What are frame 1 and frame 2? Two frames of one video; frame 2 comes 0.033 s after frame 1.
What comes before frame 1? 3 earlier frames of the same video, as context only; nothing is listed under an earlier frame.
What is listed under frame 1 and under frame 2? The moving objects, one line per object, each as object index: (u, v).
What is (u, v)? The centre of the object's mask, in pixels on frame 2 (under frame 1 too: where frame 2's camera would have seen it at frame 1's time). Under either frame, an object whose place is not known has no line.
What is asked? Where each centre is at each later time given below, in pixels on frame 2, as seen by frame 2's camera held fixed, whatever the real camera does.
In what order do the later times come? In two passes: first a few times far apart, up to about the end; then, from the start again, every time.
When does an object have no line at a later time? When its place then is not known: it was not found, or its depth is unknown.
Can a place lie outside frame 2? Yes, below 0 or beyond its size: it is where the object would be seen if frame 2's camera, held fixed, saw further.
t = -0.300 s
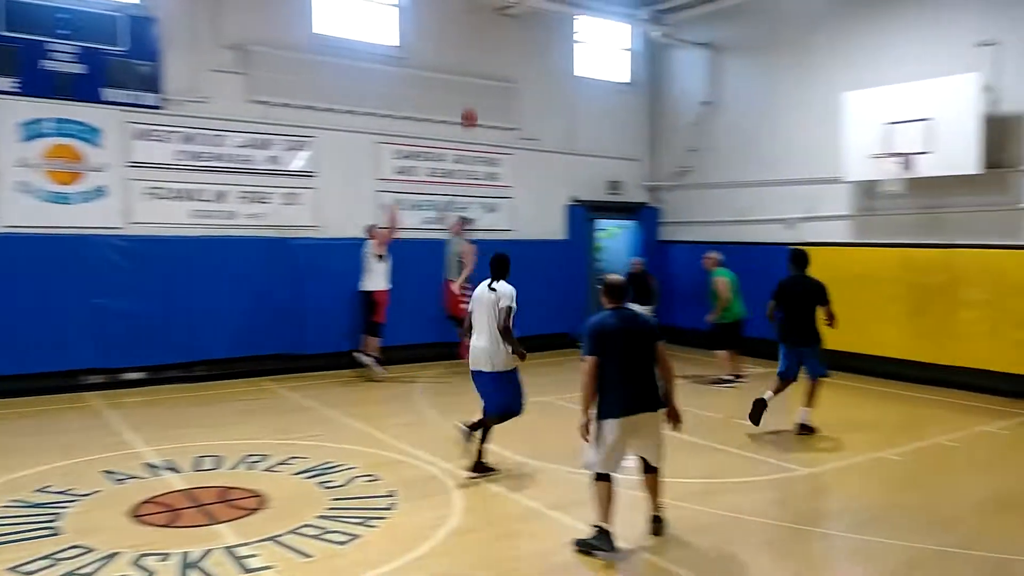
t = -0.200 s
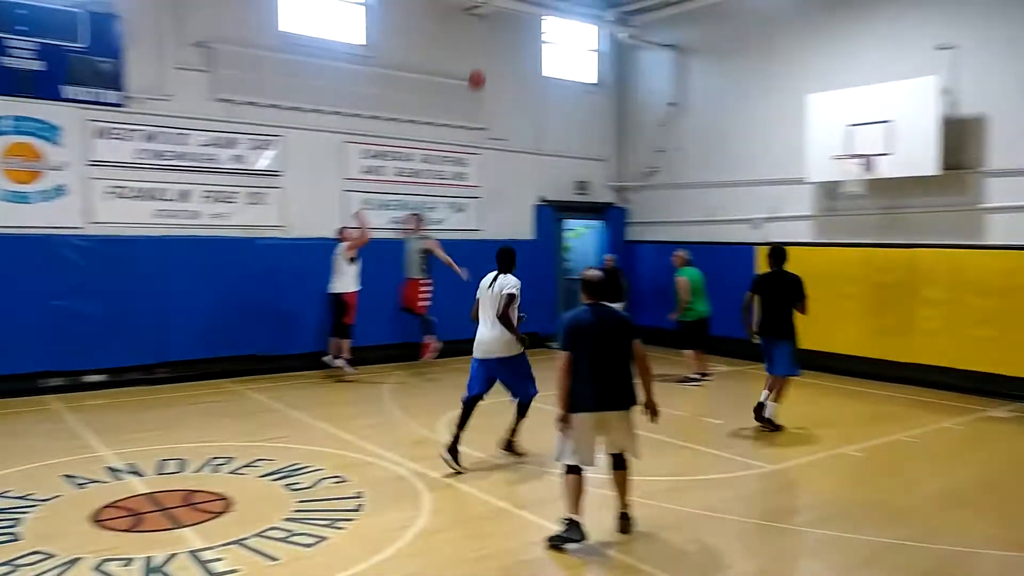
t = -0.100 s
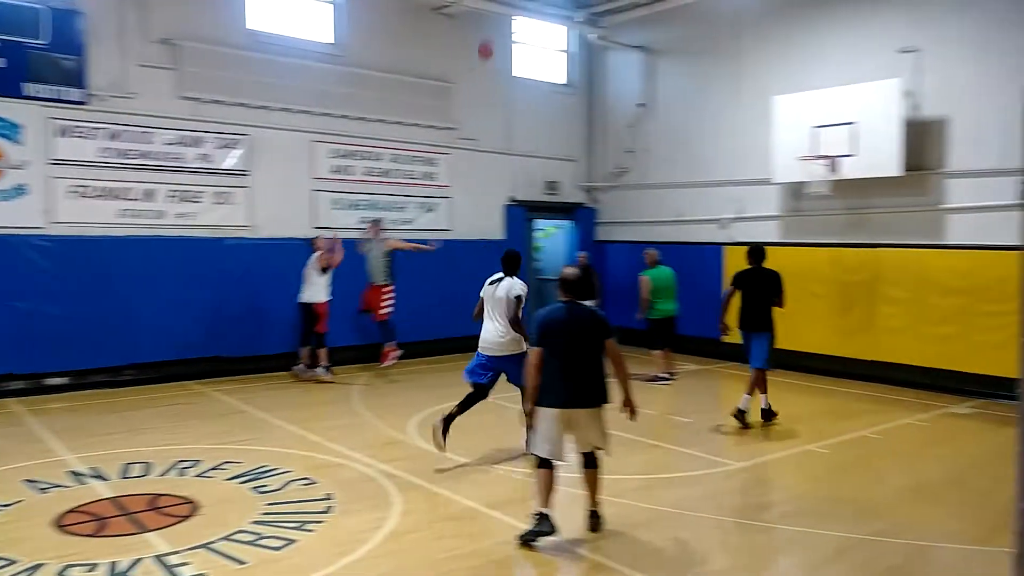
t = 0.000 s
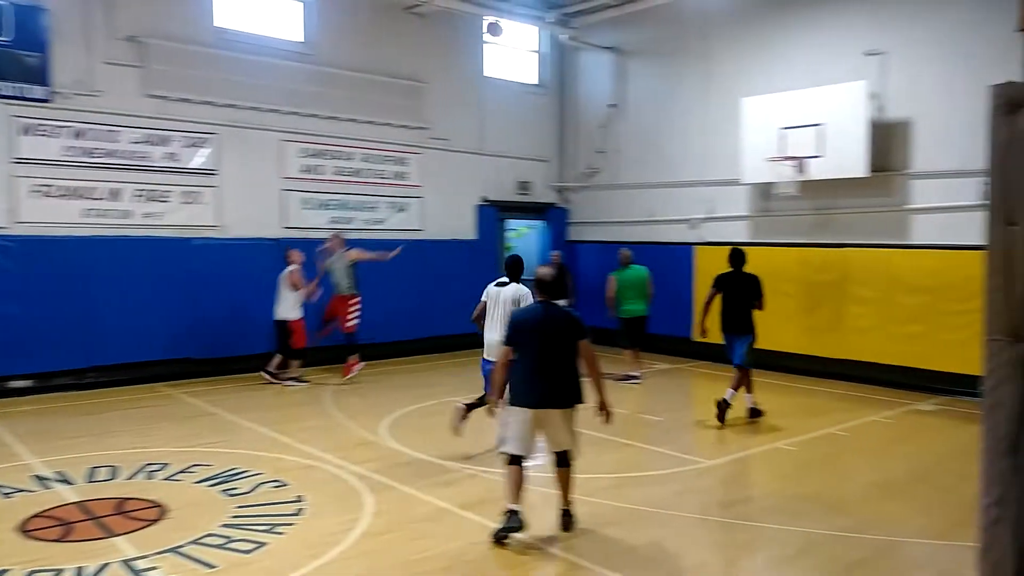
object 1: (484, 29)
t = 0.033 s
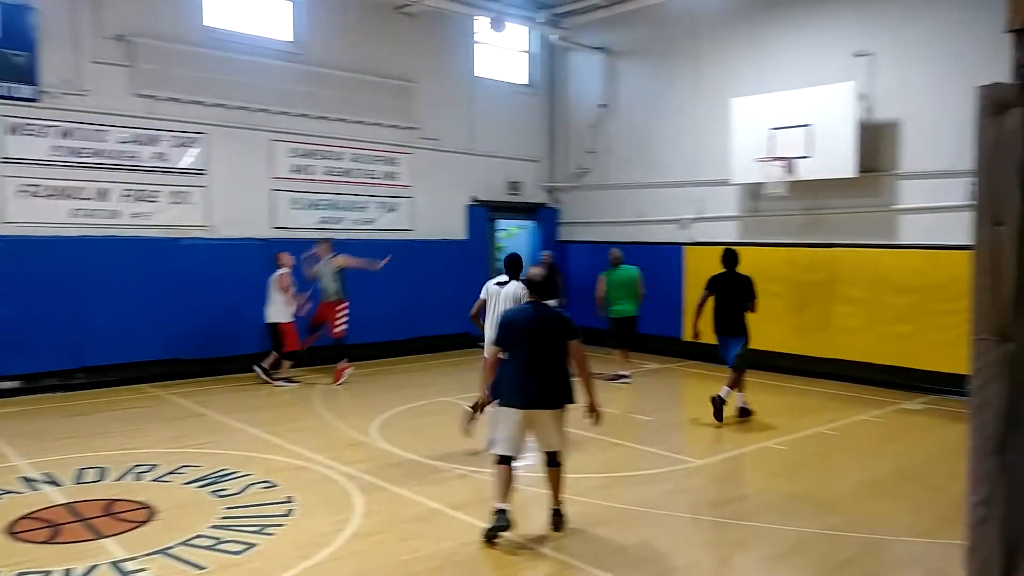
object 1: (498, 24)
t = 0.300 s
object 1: (595, 19)
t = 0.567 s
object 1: (685, 64)
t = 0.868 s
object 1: (777, 160)
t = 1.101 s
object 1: (760, 169)
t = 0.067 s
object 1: (511, 20)
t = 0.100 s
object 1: (523, 18)
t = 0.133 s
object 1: (536, 16)
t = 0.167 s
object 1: (548, 15)
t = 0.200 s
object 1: (558, 15)
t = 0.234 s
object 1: (572, 16)
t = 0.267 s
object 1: (584, 17)
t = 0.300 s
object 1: (595, 19)
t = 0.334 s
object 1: (608, 22)
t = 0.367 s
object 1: (621, 25)
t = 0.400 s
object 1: (631, 29)
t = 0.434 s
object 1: (642, 35)
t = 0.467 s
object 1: (654, 41)
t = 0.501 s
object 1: (664, 47)
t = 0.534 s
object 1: (674, 55)
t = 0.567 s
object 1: (685, 64)
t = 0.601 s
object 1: (695, 73)
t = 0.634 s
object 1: (705, 83)
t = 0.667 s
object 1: (715, 94)
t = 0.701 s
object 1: (726, 105)
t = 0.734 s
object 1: (737, 117)
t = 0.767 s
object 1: (747, 130)
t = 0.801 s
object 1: (756, 143)
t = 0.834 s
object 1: (766, 152)
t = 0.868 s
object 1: (777, 160)
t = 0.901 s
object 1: (782, 164)
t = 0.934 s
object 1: (777, 166)
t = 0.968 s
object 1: (770, 170)
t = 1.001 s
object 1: (764, 169)
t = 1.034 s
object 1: (761, 168)
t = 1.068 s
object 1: (760, 168)
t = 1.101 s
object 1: (760, 169)
